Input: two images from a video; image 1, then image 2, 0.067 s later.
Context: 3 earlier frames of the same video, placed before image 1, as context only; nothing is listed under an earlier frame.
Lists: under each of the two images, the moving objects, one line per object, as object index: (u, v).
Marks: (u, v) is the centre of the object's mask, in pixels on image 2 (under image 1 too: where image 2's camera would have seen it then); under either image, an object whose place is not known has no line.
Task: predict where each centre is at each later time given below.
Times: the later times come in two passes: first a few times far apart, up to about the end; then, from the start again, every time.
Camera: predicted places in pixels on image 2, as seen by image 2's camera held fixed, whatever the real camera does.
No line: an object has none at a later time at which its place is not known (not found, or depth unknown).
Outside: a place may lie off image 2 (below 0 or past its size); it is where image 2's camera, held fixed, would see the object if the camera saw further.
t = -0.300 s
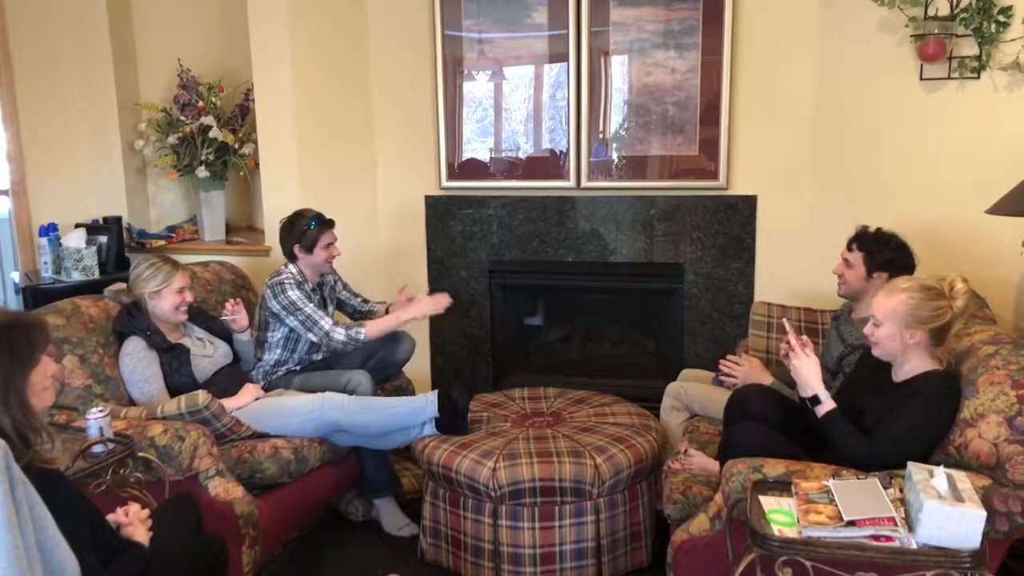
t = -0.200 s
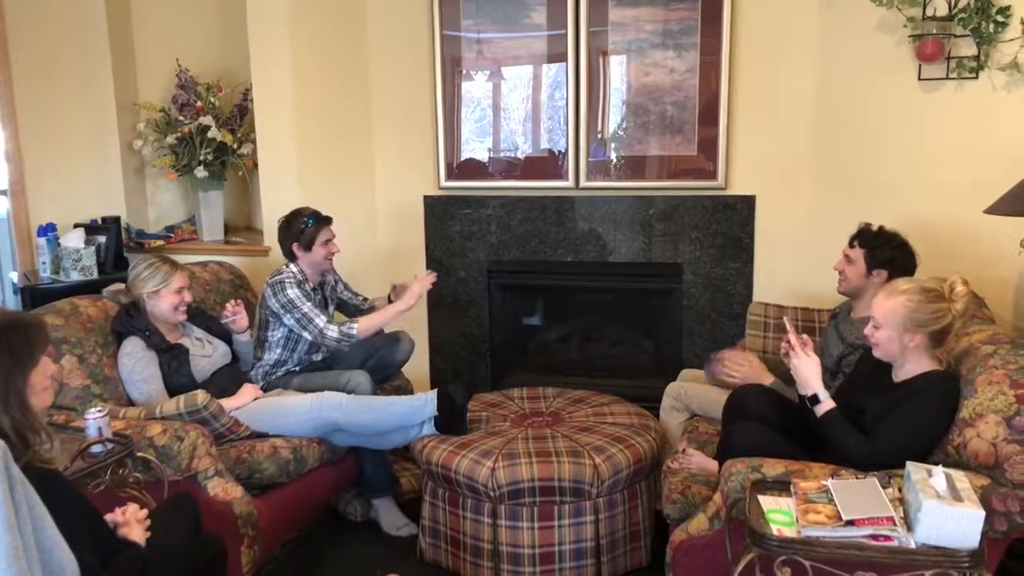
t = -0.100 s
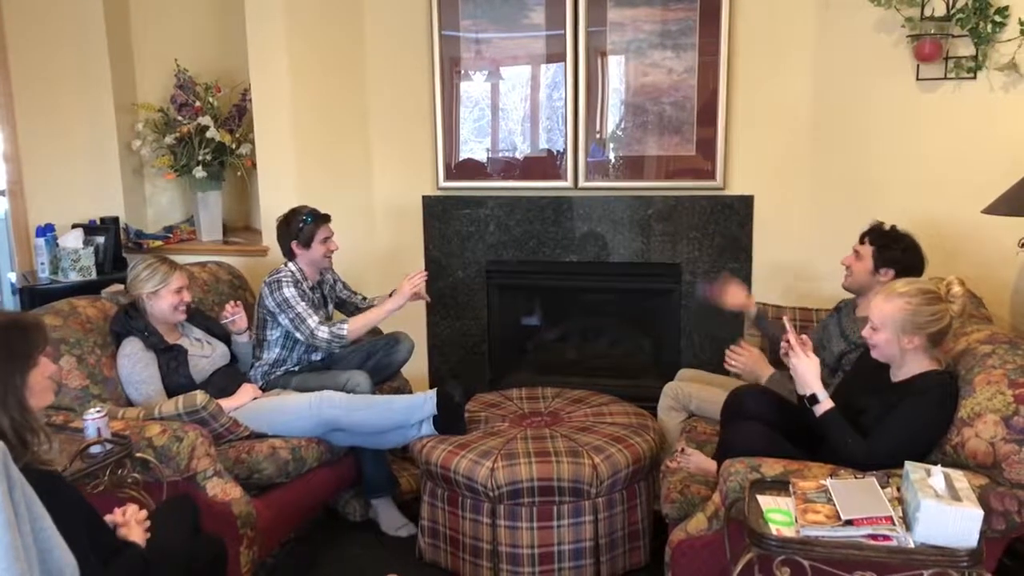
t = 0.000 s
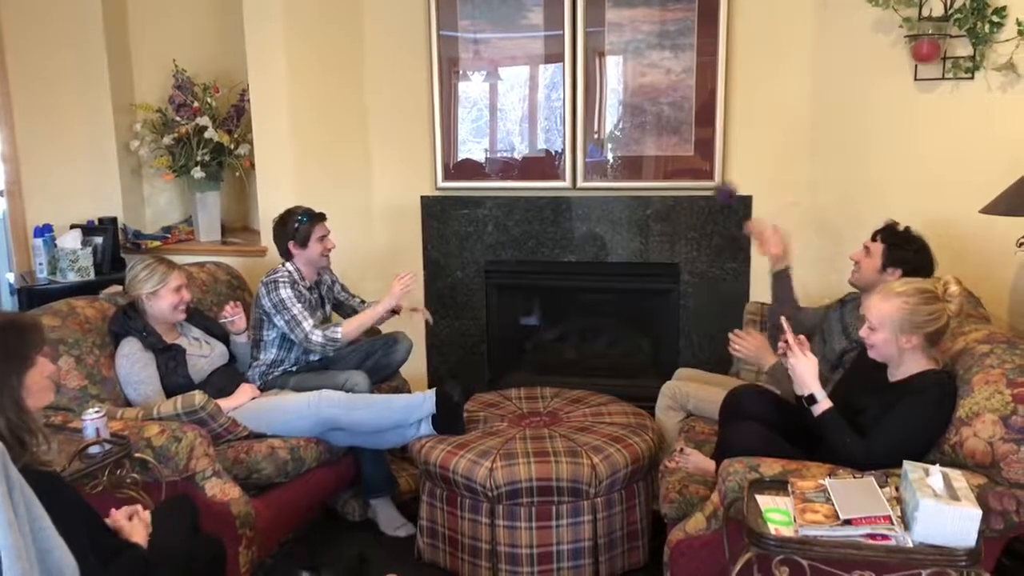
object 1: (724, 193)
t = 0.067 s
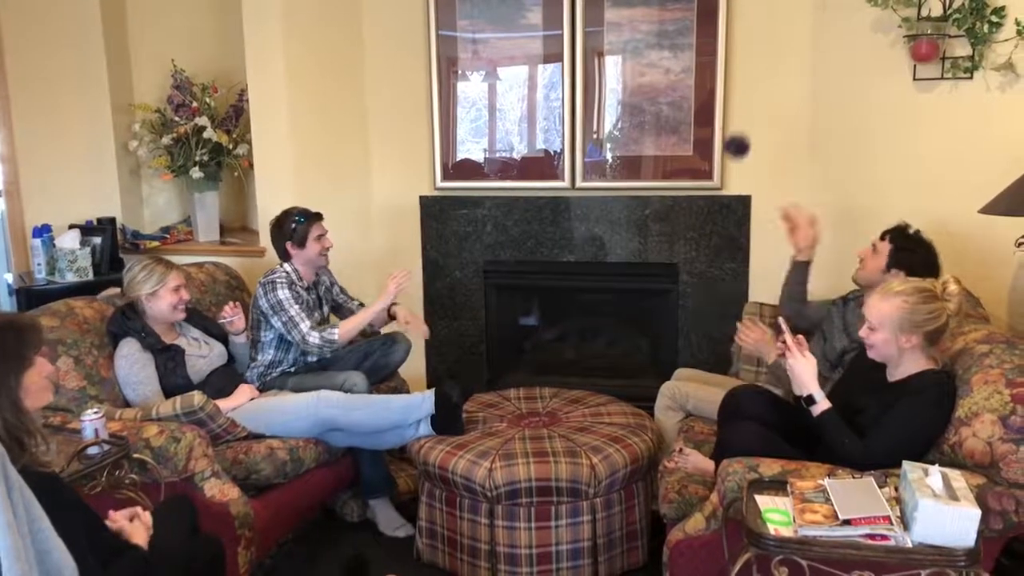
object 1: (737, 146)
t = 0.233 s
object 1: (765, 77)
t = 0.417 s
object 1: (796, 92)
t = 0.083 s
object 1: (740, 135)
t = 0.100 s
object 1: (742, 126)
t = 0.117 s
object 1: (745, 117)
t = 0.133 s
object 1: (748, 109)
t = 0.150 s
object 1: (751, 102)
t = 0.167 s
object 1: (754, 95)
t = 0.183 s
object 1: (757, 90)
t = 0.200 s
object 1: (760, 84)
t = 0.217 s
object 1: (763, 80)
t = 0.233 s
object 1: (765, 77)
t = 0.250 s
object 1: (768, 74)
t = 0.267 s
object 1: (771, 72)
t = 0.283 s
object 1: (774, 71)
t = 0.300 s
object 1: (777, 71)
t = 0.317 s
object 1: (780, 72)
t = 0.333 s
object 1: (782, 73)
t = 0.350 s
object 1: (785, 75)
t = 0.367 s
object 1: (788, 79)
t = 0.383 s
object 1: (791, 82)
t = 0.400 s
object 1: (793, 87)
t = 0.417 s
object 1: (796, 92)
